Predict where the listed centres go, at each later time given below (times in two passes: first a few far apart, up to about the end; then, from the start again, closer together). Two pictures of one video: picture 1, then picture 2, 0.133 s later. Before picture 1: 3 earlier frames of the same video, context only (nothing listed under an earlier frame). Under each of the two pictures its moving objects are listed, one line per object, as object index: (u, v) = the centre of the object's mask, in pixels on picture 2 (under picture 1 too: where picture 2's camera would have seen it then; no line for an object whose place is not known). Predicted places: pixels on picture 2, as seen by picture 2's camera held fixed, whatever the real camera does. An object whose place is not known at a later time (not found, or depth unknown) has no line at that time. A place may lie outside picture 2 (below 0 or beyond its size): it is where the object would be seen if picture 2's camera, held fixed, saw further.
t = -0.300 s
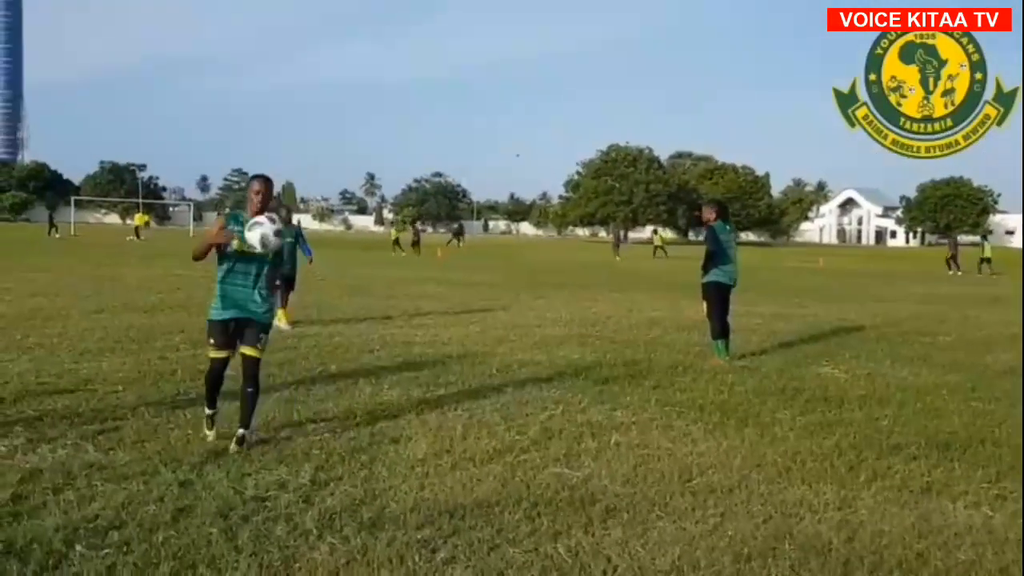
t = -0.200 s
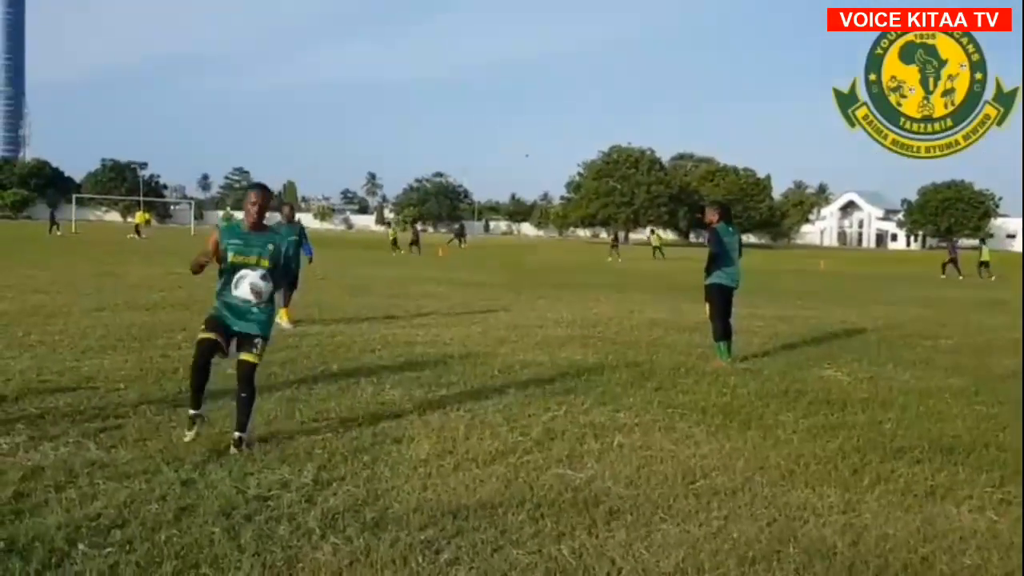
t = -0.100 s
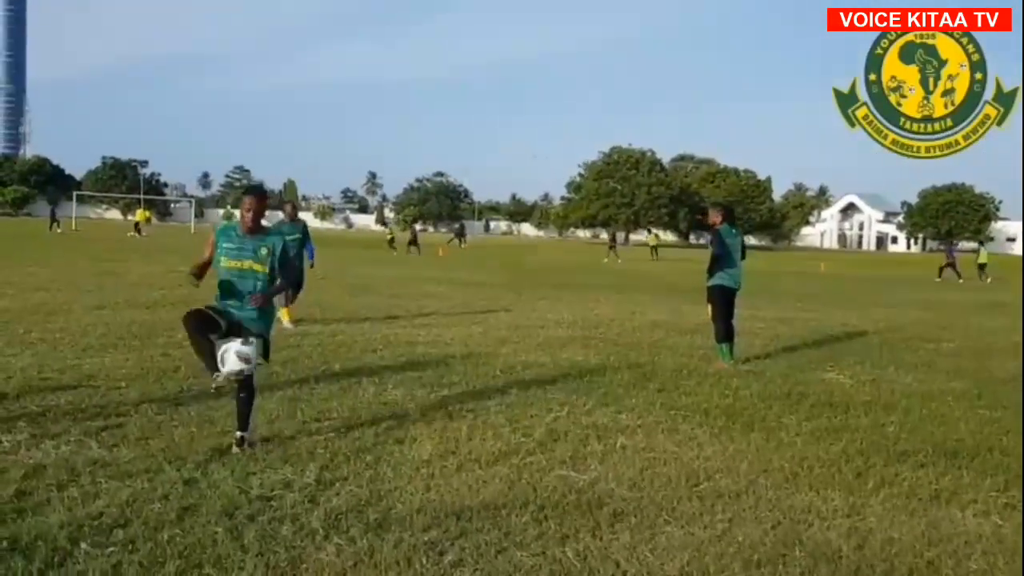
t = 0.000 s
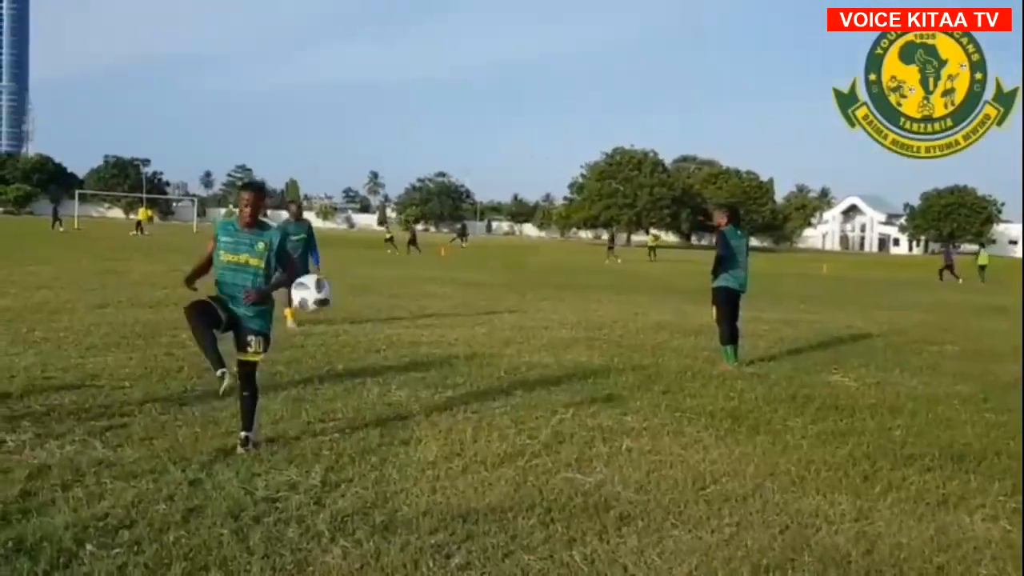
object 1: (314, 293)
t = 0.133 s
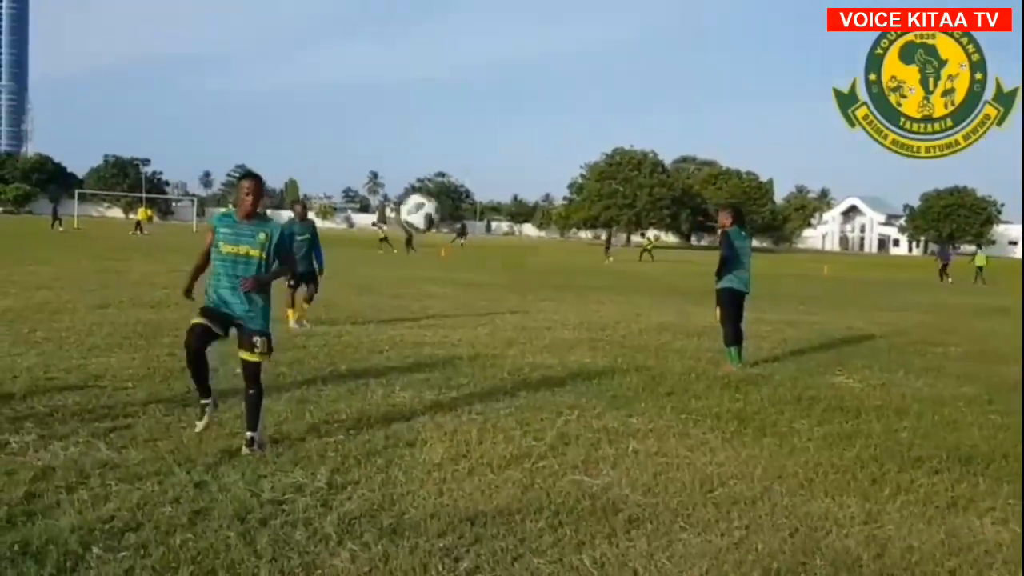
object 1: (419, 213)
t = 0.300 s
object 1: (557, 154)
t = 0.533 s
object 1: (750, 153)
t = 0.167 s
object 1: (447, 195)
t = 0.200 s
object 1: (476, 184)
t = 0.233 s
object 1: (503, 173)
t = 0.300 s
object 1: (557, 154)
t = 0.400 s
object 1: (642, 140)
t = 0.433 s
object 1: (668, 141)
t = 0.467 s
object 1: (695, 143)
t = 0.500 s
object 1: (722, 146)
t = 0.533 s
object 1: (750, 153)
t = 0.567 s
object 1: (777, 161)
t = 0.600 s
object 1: (807, 173)
